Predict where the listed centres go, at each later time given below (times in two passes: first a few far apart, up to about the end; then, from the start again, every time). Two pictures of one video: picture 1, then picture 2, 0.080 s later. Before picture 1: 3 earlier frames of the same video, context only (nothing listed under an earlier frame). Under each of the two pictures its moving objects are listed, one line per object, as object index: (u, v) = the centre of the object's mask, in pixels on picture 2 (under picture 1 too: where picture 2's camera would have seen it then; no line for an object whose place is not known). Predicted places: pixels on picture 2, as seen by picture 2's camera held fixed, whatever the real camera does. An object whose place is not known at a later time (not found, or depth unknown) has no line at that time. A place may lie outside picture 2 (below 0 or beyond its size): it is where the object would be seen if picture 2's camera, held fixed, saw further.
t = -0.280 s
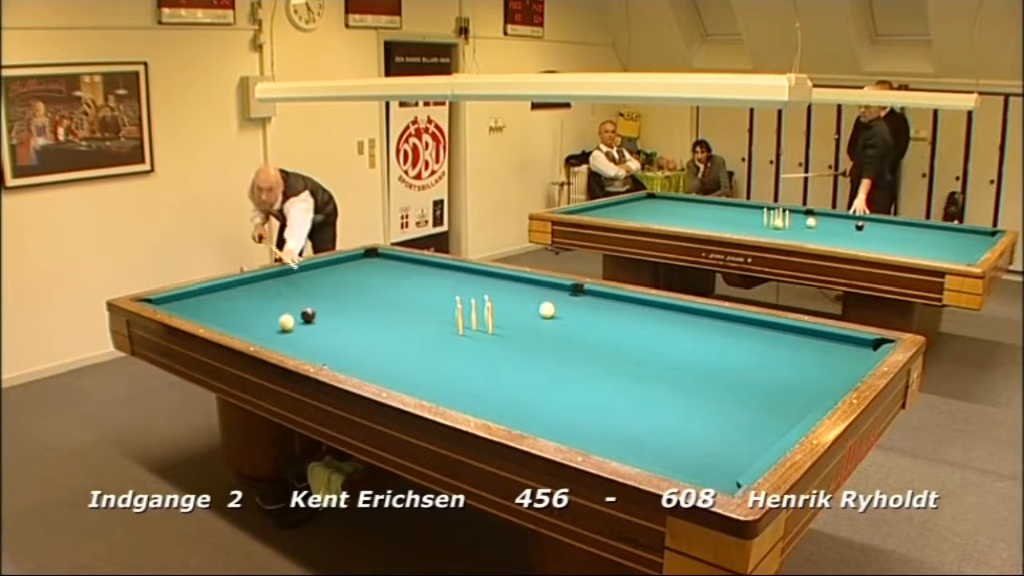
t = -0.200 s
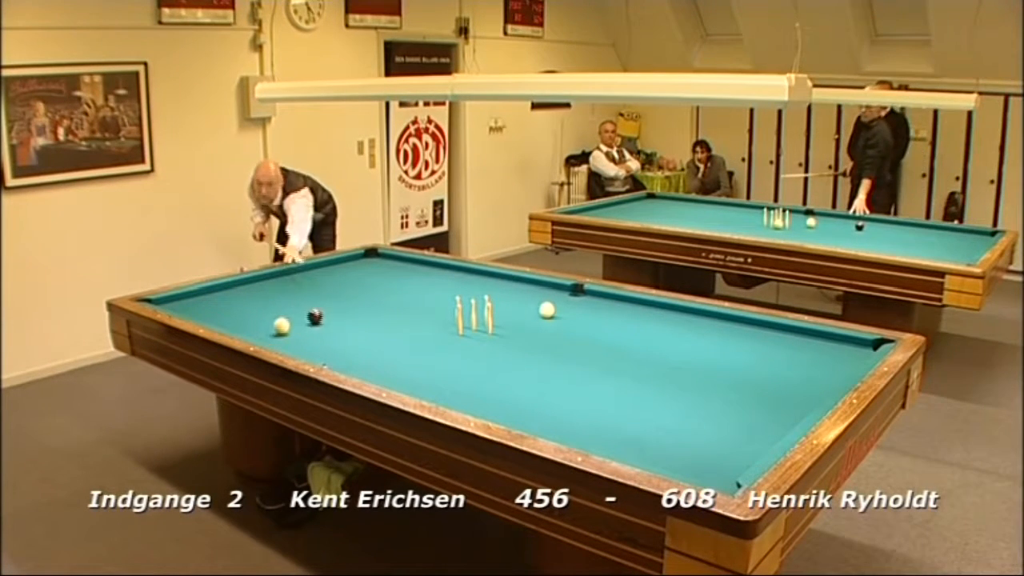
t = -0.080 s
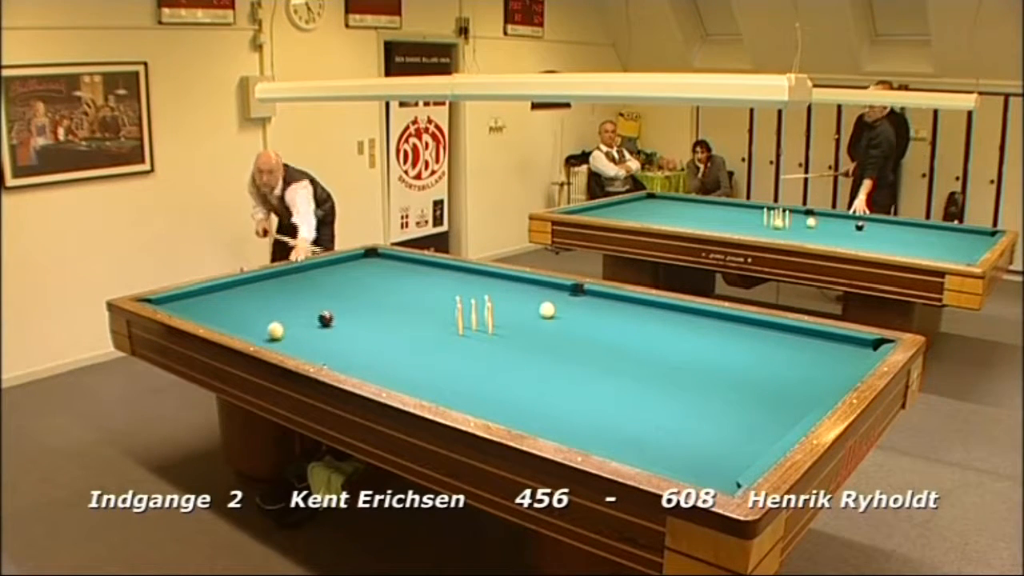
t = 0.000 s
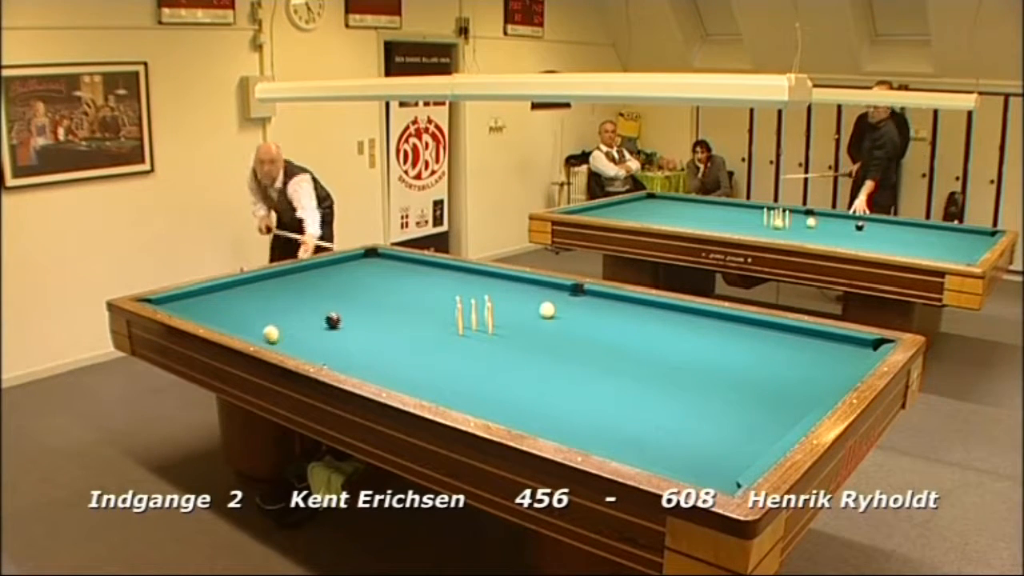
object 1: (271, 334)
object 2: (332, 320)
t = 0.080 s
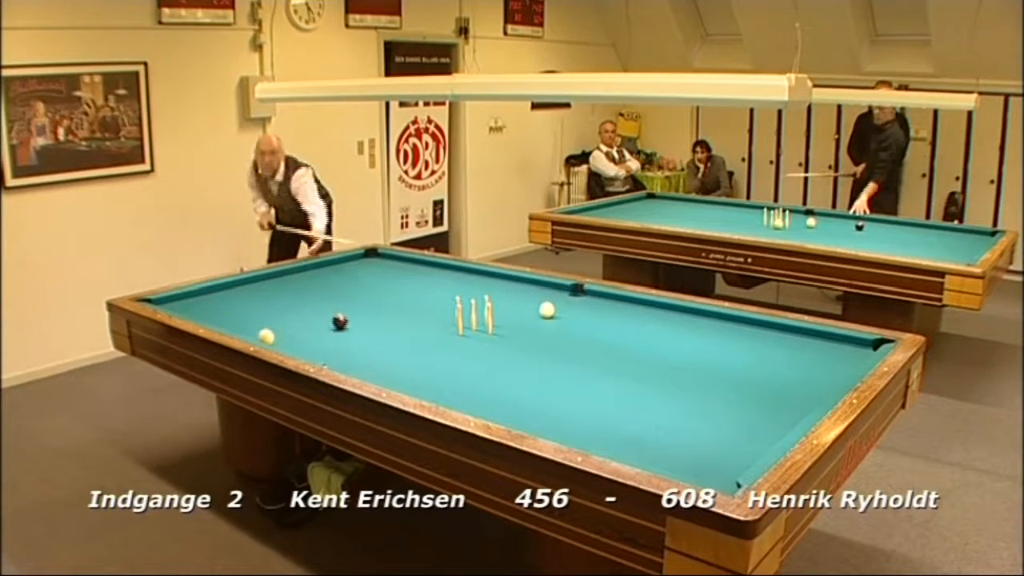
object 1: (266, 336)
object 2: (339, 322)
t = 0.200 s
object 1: (269, 337)
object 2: (351, 324)
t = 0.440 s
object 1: (290, 338)
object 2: (373, 329)
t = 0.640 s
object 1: (306, 337)
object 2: (391, 332)
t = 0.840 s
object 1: (322, 336)
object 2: (410, 337)
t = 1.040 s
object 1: (337, 335)
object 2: (429, 340)
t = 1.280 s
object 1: (355, 333)
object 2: (452, 345)
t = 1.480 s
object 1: (369, 332)
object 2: (472, 349)
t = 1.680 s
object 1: (382, 331)
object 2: (492, 353)
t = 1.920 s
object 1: (398, 330)
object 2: (515, 357)
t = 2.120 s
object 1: (410, 329)
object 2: (536, 361)
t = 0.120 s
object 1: (264, 337)
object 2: (343, 323)
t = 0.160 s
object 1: (265, 338)
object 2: (347, 323)
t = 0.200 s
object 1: (269, 337)
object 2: (351, 324)
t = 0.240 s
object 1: (273, 337)
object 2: (354, 325)
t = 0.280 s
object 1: (276, 337)
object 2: (358, 326)
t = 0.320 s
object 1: (280, 338)
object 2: (361, 326)
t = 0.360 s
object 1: (283, 338)
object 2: (365, 327)
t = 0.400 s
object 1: (286, 338)
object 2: (369, 328)
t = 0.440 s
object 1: (290, 338)
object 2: (373, 329)
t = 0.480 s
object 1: (293, 338)
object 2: (376, 329)
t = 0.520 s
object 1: (296, 337)
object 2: (380, 330)
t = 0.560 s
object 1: (299, 337)
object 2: (384, 331)
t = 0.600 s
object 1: (303, 337)
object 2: (387, 331)
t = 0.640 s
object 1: (306, 337)
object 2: (391, 332)
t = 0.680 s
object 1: (309, 336)
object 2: (395, 333)
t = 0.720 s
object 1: (312, 336)
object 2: (399, 334)
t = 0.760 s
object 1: (315, 336)
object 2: (402, 335)
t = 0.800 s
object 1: (319, 336)
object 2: (406, 335)
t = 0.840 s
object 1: (322, 336)
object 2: (410, 337)
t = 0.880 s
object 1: (325, 336)
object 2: (414, 337)
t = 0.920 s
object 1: (328, 335)
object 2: (418, 338)
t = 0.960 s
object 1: (331, 335)
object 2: (421, 338)
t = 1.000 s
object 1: (334, 335)
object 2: (425, 339)
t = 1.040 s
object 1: (337, 335)
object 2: (429, 340)
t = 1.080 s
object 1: (340, 335)
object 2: (433, 341)
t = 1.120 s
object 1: (343, 334)
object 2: (437, 341)
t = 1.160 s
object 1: (346, 334)
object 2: (441, 343)
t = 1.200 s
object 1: (349, 334)
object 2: (445, 343)
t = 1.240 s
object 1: (352, 333)
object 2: (449, 344)
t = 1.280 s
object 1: (355, 333)
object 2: (452, 345)
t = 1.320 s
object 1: (358, 333)
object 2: (456, 346)
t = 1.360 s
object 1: (361, 333)
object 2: (460, 346)
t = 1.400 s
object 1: (363, 333)
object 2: (464, 347)
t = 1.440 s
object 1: (367, 333)
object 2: (468, 348)
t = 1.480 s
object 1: (369, 332)
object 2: (472, 349)
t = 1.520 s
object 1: (372, 332)
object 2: (476, 349)
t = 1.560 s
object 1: (374, 332)
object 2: (480, 350)
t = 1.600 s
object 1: (377, 332)
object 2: (484, 351)
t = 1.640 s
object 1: (380, 332)
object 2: (488, 352)
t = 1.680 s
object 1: (382, 331)
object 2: (492, 353)
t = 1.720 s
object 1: (385, 331)
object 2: (496, 353)
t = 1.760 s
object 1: (387, 331)
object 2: (500, 354)
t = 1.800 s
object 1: (390, 331)
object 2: (504, 355)
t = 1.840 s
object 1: (392, 331)
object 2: (508, 355)
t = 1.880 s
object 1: (395, 330)
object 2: (512, 356)
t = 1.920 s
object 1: (398, 330)
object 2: (515, 357)
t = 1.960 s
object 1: (400, 330)
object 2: (520, 358)
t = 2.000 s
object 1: (402, 330)
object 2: (524, 359)
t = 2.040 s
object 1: (405, 330)
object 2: (528, 360)
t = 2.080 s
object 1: (407, 329)
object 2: (532, 360)
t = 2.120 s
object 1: (410, 329)
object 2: (536, 361)
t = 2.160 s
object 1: (412, 329)
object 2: (539, 362)
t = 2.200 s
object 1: (414, 329)
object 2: (544, 363)
